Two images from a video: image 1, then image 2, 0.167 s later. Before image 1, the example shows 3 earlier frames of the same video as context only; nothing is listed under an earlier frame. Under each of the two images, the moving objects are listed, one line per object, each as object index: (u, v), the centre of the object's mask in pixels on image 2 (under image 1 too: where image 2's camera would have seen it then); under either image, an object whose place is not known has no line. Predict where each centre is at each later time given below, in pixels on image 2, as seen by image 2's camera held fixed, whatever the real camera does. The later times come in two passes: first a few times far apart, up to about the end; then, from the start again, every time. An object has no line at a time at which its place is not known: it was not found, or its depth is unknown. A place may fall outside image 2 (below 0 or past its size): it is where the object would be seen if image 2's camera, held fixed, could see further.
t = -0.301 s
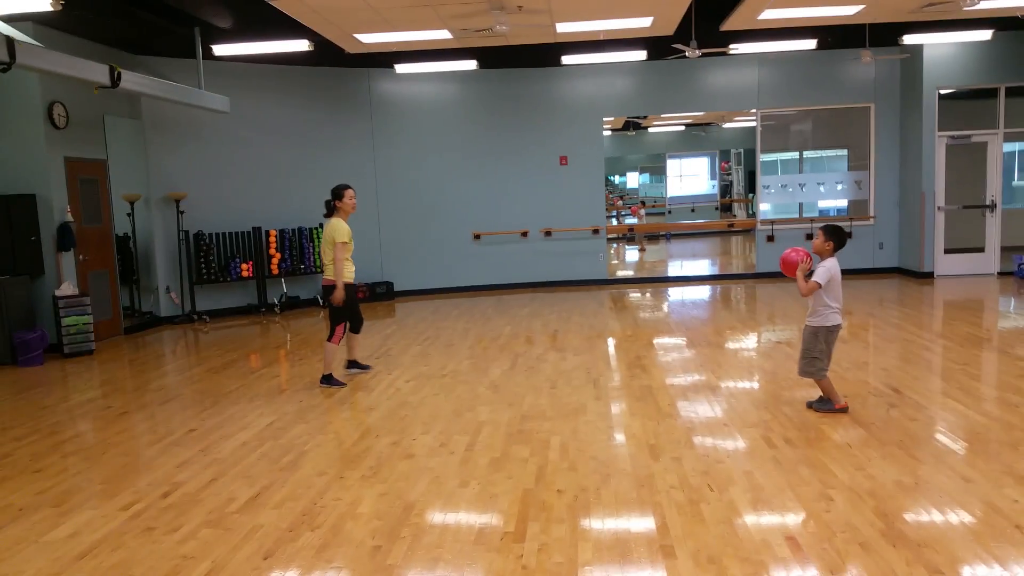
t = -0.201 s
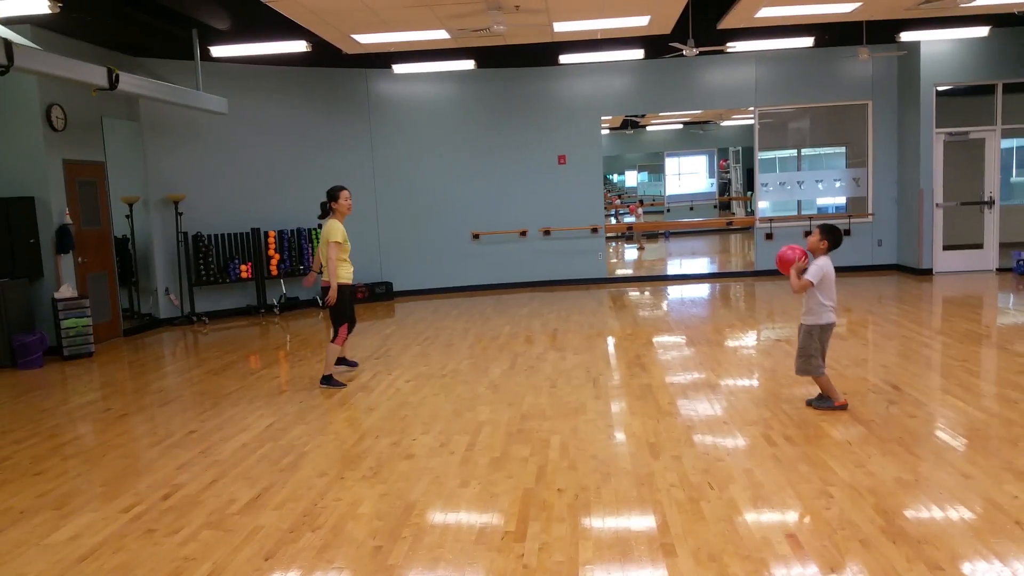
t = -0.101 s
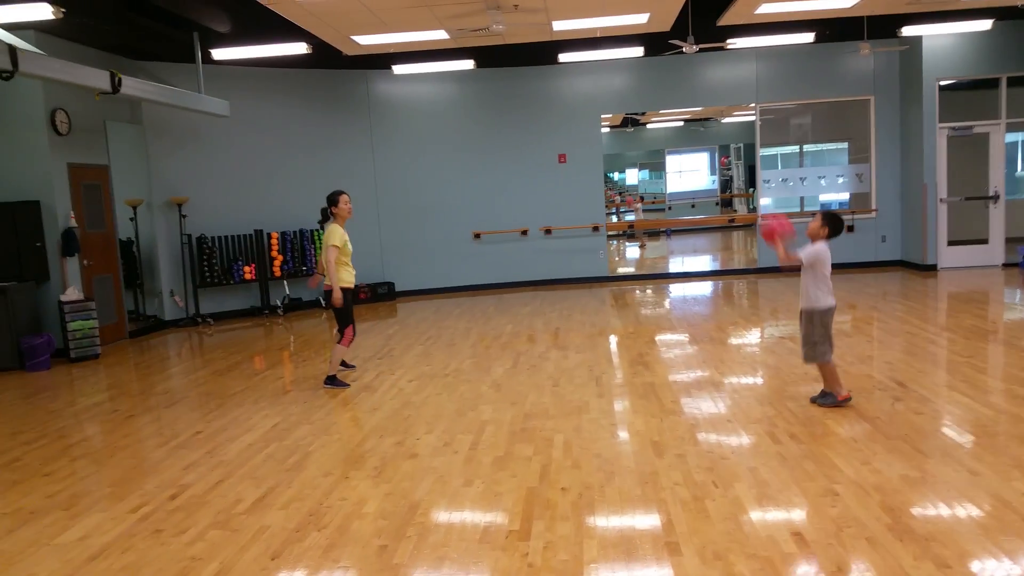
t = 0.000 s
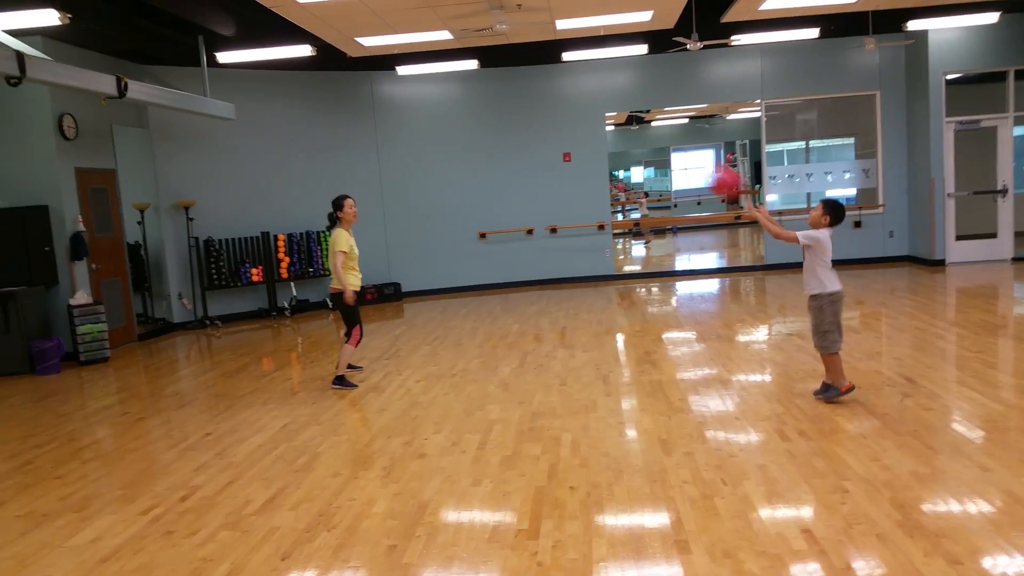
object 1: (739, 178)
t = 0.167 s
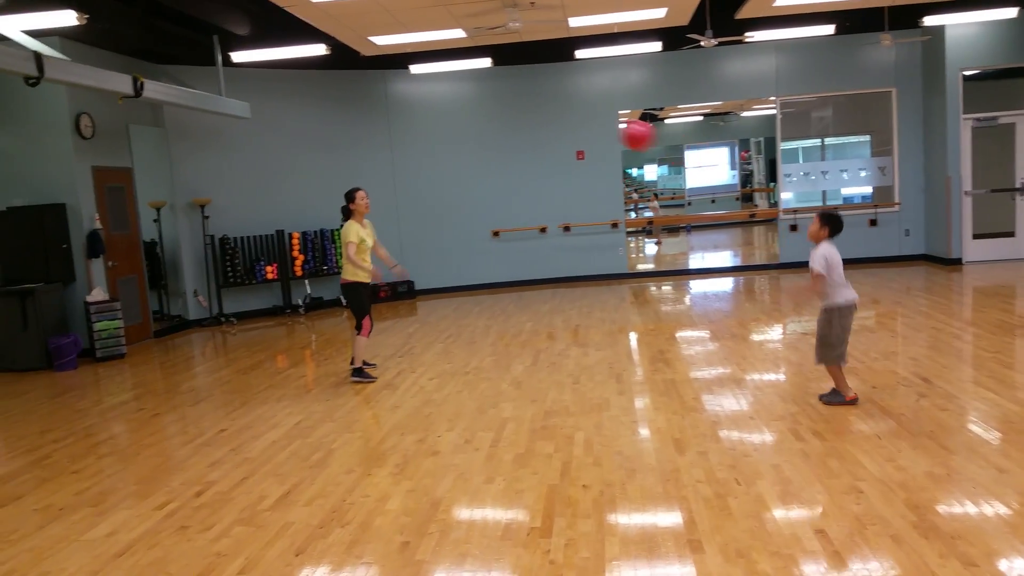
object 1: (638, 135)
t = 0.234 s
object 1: (601, 128)
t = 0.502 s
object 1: (472, 163)
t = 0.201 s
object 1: (618, 131)
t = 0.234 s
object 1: (601, 128)
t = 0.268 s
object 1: (584, 127)
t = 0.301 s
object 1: (567, 128)
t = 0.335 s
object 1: (550, 130)
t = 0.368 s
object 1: (534, 134)
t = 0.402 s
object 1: (518, 139)
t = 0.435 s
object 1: (502, 145)
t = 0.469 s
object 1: (487, 153)
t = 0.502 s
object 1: (472, 163)
